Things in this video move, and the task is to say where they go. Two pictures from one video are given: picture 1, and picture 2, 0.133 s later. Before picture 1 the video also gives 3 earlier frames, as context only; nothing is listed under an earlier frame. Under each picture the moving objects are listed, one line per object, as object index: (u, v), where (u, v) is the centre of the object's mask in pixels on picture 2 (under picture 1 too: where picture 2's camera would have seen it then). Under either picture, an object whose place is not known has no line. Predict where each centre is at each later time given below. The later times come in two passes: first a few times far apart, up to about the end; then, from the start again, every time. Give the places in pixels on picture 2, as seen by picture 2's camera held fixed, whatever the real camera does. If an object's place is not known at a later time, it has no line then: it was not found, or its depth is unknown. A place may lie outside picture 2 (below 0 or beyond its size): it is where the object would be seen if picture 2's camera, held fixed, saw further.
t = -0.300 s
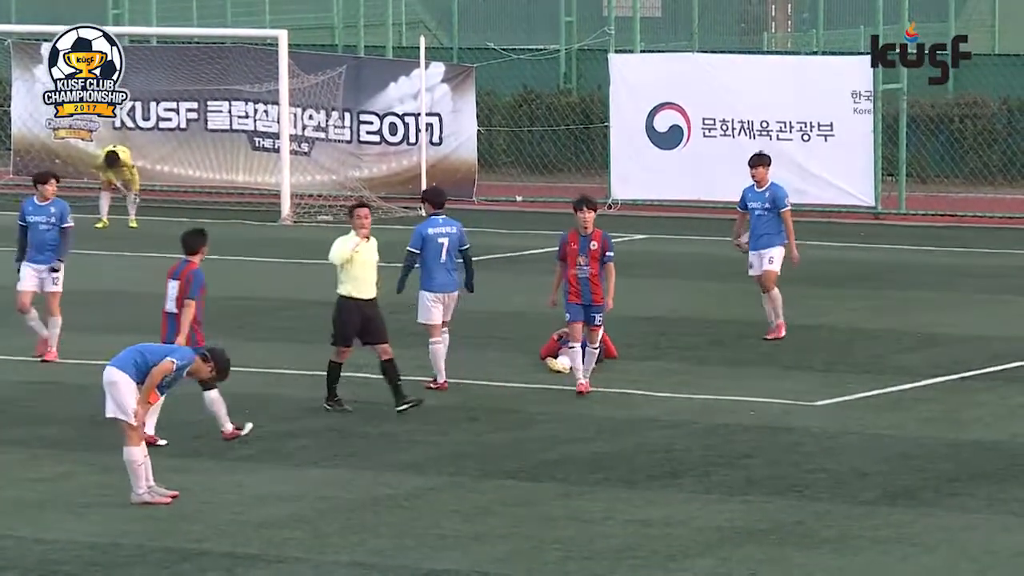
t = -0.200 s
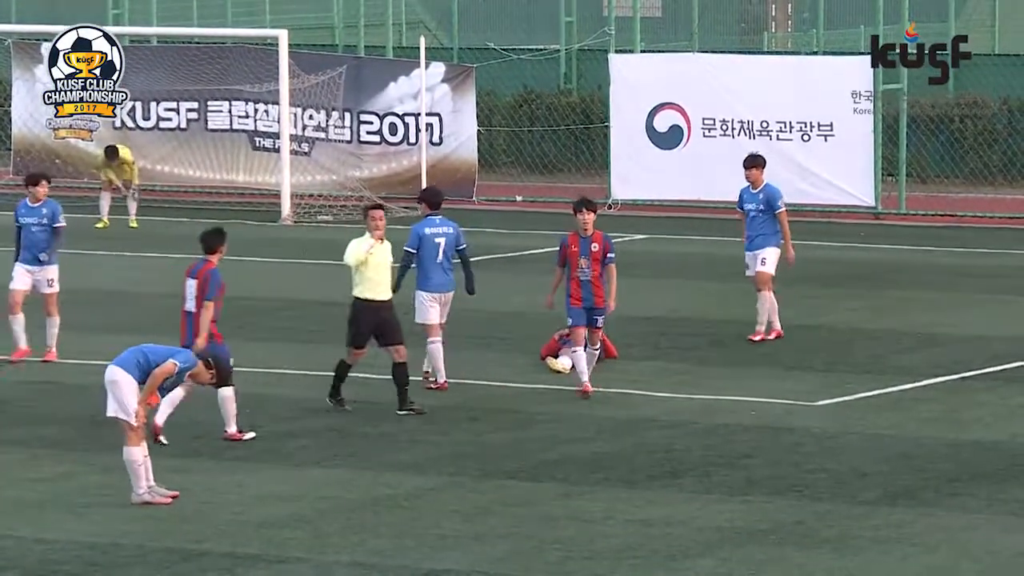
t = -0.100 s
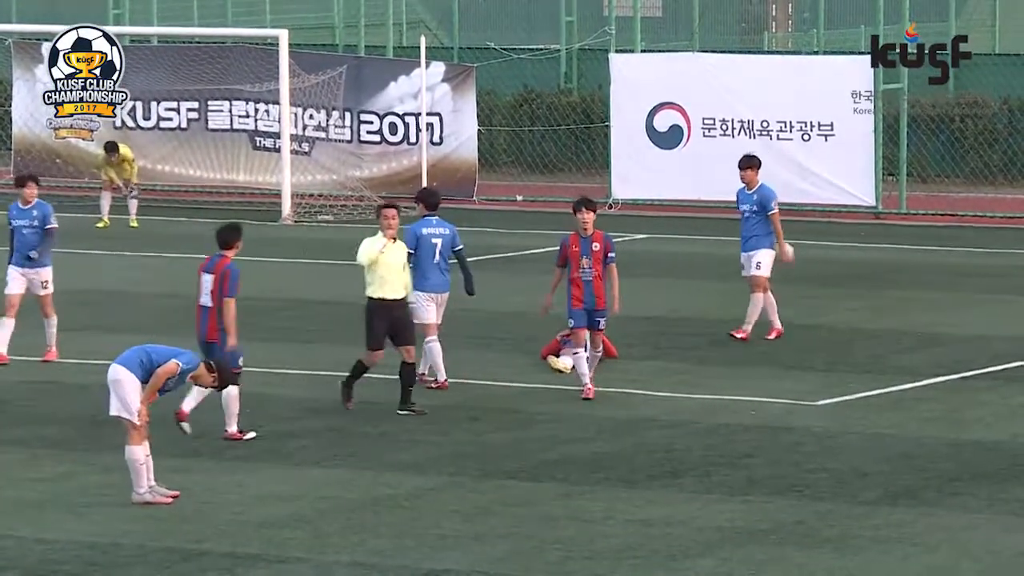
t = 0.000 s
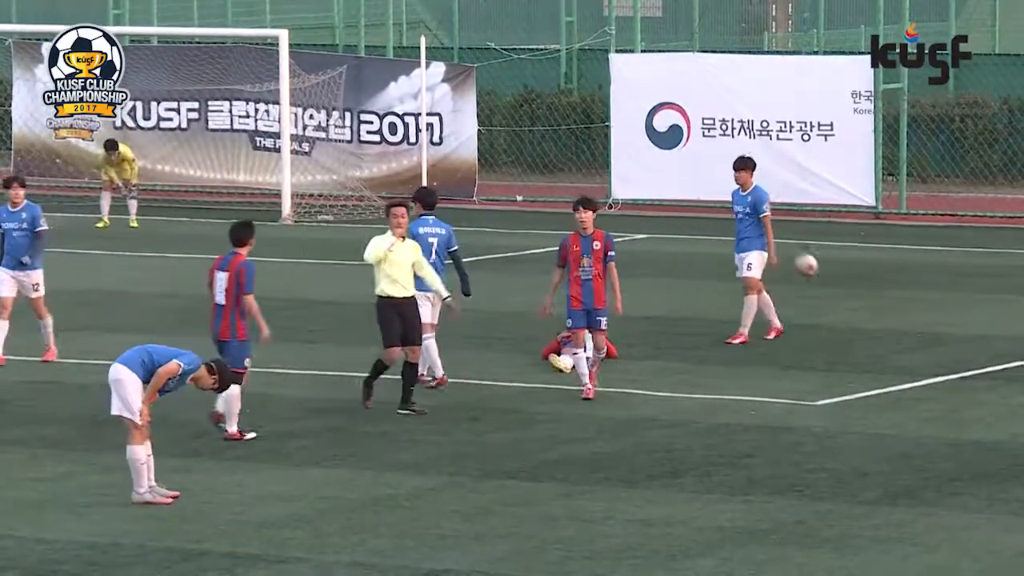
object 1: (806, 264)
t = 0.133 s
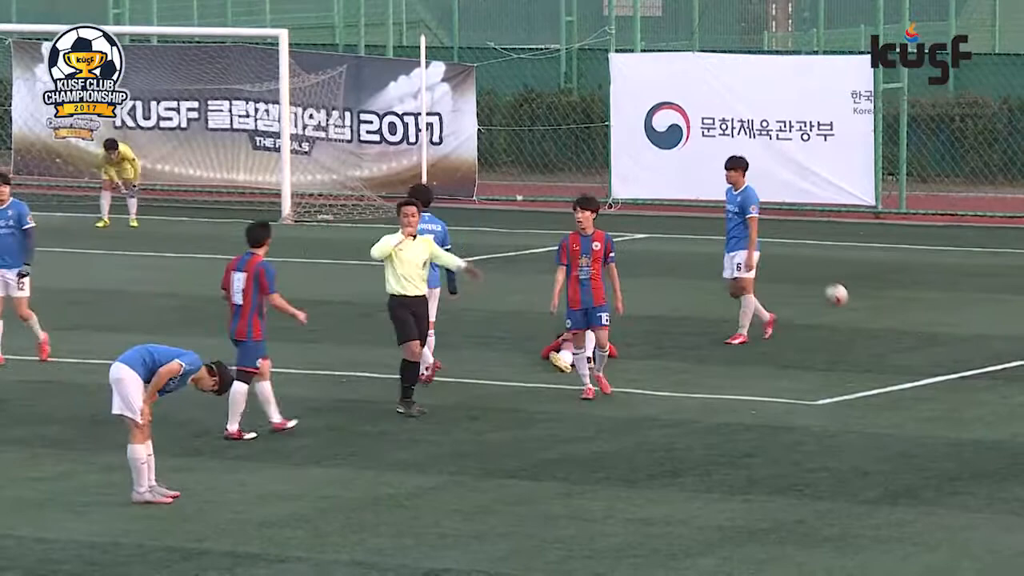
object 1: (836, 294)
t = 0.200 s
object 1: (853, 315)
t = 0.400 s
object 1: (886, 290)
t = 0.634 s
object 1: (924, 293)
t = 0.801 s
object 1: (951, 318)
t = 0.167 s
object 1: (844, 304)
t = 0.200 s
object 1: (853, 315)
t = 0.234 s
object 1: (858, 319)
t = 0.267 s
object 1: (864, 311)
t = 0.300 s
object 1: (869, 305)
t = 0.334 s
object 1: (875, 298)
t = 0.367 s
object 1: (881, 294)
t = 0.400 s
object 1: (886, 290)
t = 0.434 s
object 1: (891, 287)
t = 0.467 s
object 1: (897, 285)
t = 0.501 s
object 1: (902, 284)
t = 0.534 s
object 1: (908, 285)
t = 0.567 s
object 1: (913, 287)
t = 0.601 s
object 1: (918, 289)
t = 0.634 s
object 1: (924, 293)
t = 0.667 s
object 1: (929, 298)
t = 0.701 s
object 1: (934, 304)
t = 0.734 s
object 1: (939, 310)
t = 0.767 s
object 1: (945, 319)
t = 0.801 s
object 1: (951, 318)
